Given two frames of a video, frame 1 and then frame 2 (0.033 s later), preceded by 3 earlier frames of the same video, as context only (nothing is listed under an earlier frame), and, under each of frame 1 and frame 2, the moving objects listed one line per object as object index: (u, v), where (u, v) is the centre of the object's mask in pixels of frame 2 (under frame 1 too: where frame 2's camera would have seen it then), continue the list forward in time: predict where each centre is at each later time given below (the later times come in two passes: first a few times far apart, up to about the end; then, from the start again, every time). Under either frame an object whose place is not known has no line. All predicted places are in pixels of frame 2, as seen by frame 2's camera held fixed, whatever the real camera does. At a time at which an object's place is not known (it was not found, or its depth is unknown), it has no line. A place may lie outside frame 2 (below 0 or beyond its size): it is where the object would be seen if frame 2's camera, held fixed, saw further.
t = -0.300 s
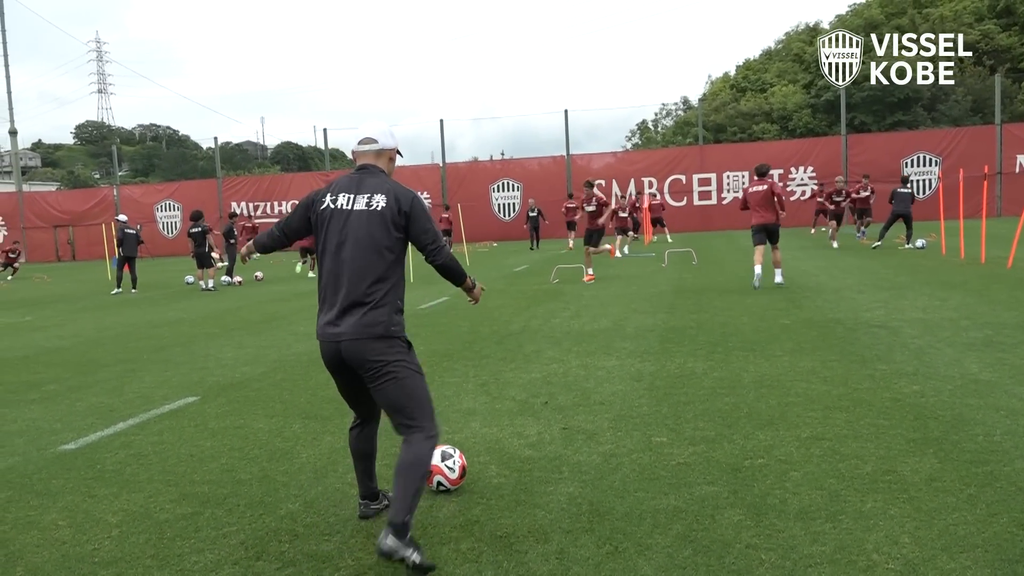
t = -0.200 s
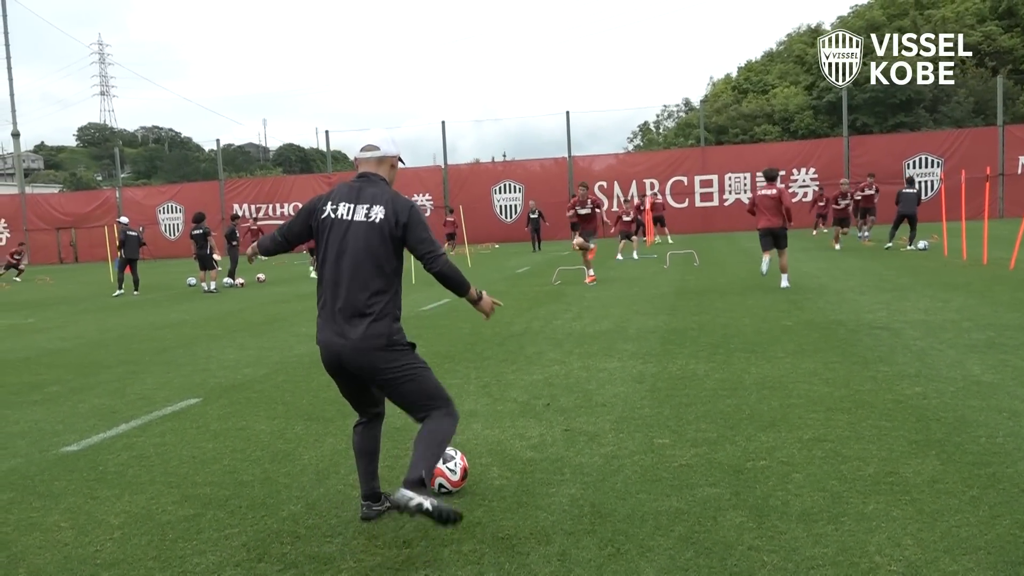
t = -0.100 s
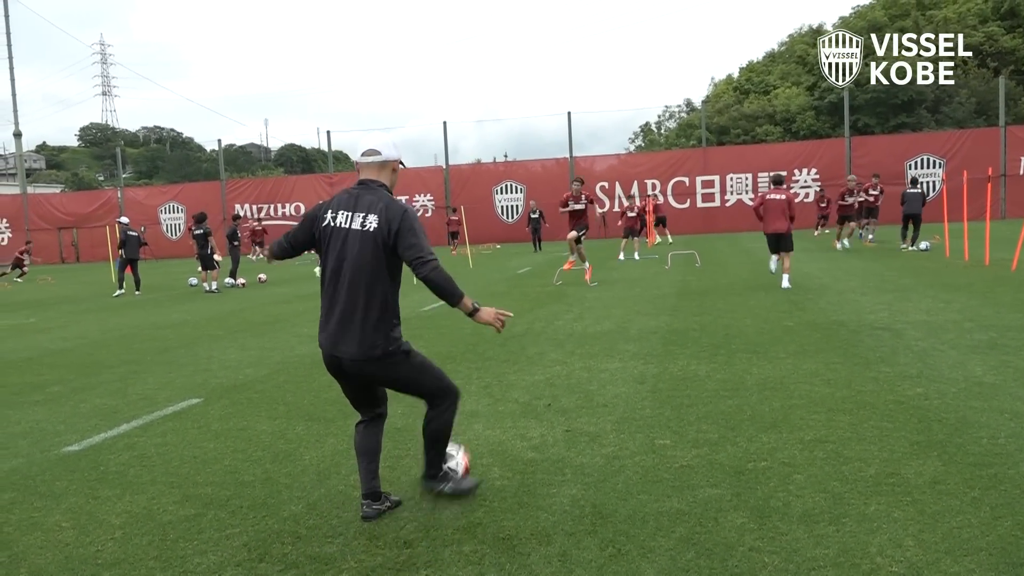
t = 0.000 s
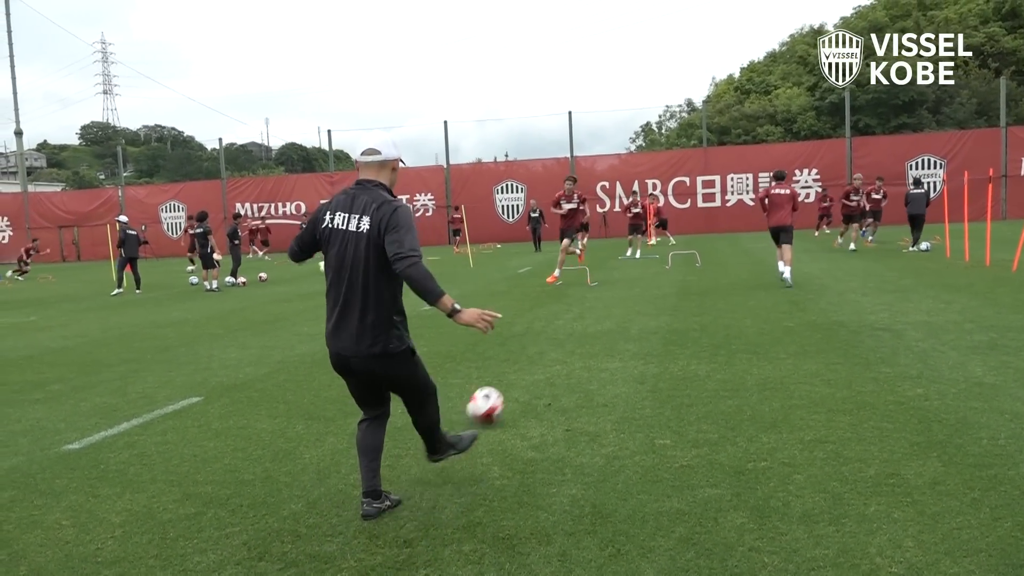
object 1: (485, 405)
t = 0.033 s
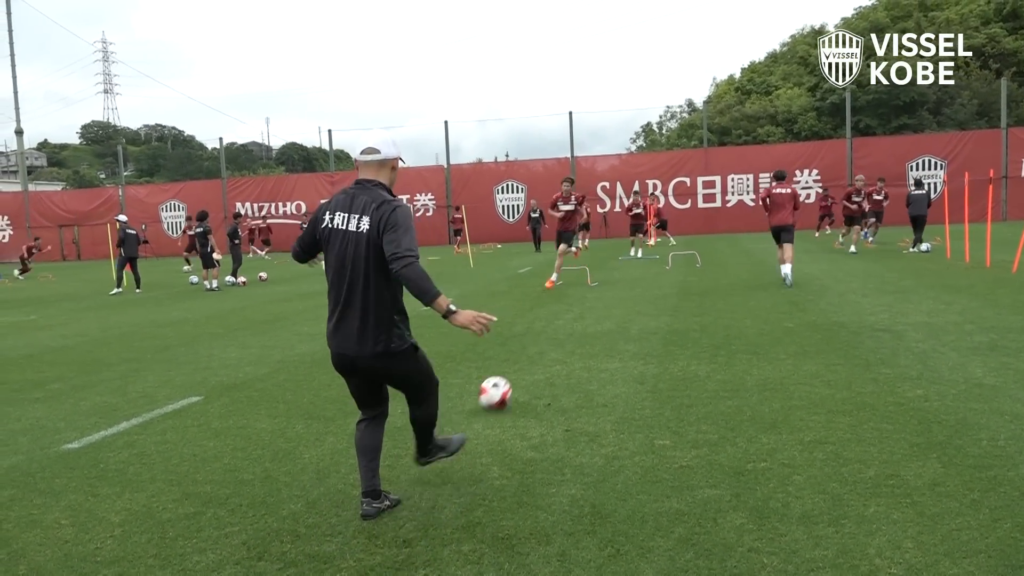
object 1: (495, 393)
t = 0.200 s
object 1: (526, 348)
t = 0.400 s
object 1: (545, 317)
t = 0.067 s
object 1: (503, 382)
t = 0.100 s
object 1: (510, 371)
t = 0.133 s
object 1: (515, 362)
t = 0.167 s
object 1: (521, 355)
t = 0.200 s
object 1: (526, 348)
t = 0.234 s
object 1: (530, 341)
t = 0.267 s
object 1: (534, 335)
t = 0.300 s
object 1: (537, 330)
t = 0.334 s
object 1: (540, 325)
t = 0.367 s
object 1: (543, 321)
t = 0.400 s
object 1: (545, 317)
